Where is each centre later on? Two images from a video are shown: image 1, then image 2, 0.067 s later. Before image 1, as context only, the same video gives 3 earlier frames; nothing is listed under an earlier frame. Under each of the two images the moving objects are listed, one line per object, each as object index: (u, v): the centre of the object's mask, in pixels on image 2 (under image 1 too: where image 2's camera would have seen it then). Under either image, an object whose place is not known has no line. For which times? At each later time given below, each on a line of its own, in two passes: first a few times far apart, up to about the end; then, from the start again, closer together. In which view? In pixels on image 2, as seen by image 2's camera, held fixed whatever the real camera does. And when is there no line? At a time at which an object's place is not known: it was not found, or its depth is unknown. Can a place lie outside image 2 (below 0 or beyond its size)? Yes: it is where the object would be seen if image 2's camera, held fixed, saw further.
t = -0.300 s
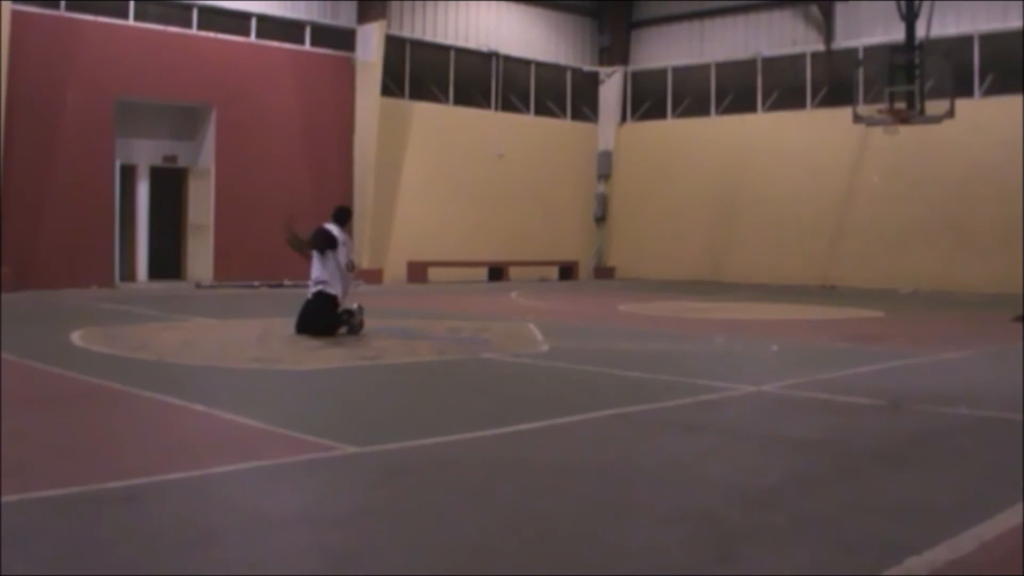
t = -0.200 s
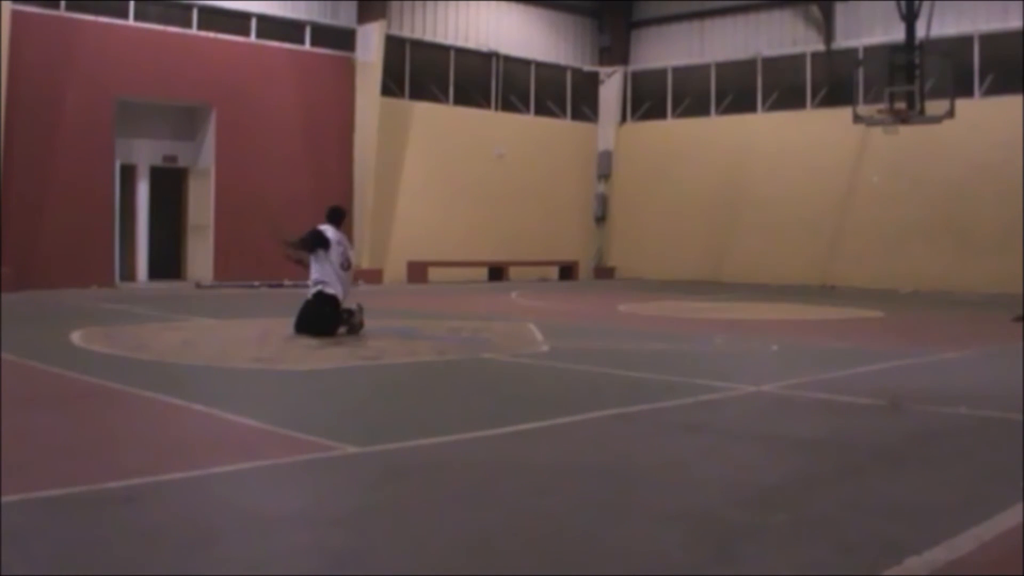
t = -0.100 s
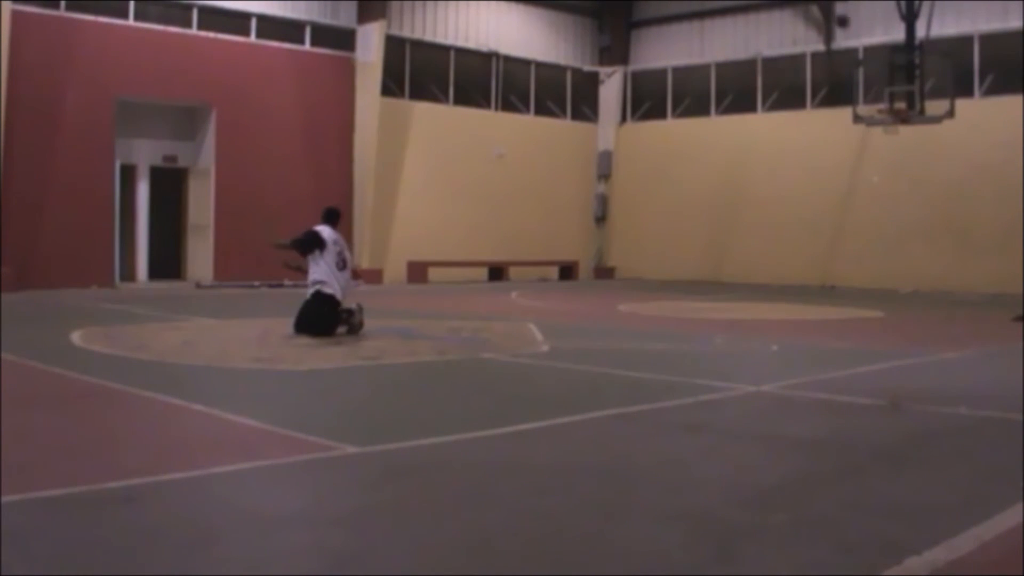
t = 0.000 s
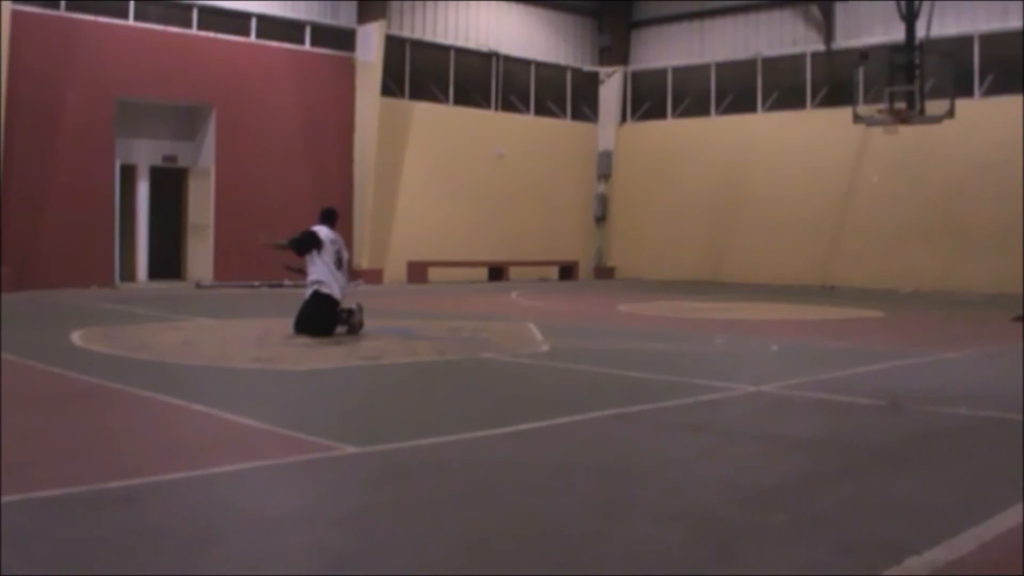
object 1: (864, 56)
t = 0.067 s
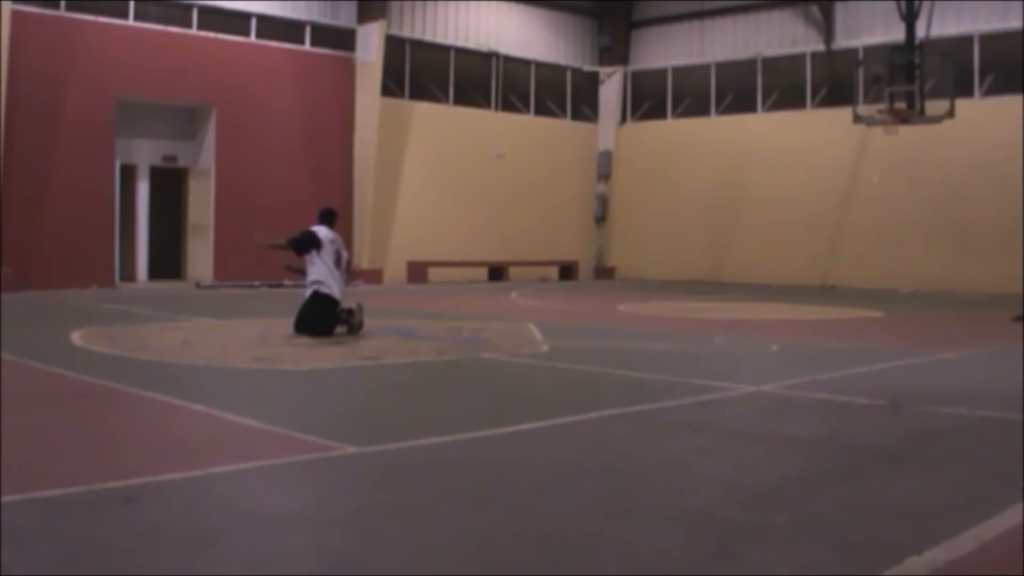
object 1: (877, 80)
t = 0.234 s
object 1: (877, 122)
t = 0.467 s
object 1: (879, 136)
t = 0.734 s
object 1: (883, 192)
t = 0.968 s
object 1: (882, 278)
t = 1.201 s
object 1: (894, 240)
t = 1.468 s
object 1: (915, 200)
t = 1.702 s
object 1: (929, 199)
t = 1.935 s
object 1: (941, 229)
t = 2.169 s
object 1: (953, 293)
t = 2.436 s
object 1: (965, 246)
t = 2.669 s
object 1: (971, 234)
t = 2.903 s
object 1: (984, 252)
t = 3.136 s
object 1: (994, 291)
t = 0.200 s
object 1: (885, 117)
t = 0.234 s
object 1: (877, 122)
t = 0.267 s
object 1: (879, 122)
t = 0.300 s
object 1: (877, 123)
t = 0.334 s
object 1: (881, 125)
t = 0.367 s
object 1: (878, 127)
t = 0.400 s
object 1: (879, 131)
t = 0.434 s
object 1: (878, 133)
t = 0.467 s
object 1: (879, 136)
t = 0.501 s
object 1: (879, 141)
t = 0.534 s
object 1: (883, 146)
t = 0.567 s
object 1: (881, 152)
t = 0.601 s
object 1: (880, 159)
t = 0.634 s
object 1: (880, 167)
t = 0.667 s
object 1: (881, 175)
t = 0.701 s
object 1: (882, 183)
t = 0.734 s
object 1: (883, 192)
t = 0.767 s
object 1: (881, 203)
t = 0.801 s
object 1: (881, 214)
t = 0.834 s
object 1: (883, 226)
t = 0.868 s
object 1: (885, 238)
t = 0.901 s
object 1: (886, 250)
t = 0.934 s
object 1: (885, 264)
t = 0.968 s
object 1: (882, 278)
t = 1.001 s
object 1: (881, 293)
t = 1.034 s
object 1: (884, 288)
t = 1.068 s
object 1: (888, 277)
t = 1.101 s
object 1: (890, 266)
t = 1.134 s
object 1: (892, 258)
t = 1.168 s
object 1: (892, 248)
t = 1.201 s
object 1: (894, 240)
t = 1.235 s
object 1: (896, 233)
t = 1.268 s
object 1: (901, 226)
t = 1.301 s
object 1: (902, 219)
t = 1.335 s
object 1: (903, 213)
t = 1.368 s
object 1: (909, 210)
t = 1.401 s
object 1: (911, 206)
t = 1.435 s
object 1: (912, 202)
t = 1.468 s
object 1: (915, 200)
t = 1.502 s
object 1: (917, 198)
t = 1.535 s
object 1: (919, 197)
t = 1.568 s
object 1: (919, 194)
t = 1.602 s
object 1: (922, 195)
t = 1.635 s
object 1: (924, 196)
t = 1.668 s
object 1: (927, 197)
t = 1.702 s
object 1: (929, 199)
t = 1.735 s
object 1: (931, 202)
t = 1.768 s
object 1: (929, 205)
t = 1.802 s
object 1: (932, 206)
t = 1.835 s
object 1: (933, 212)
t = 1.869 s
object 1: (937, 217)
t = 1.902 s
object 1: (936, 224)
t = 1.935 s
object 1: (941, 229)
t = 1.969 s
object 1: (943, 237)
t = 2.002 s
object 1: (941, 245)
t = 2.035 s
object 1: (943, 254)
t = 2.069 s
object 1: (948, 262)
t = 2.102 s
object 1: (949, 272)
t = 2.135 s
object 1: (947, 281)
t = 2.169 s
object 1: (953, 293)
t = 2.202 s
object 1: (950, 290)
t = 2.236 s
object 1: (952, 282)
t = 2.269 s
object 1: (954, 274)
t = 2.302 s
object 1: (959, 267)
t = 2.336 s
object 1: (961, 261)
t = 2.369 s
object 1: (963, 256)
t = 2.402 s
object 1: (961, 250)
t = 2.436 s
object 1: (965, 246)
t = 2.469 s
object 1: (963, 242)
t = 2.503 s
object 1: (964, 240)
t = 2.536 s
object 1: (966, 237)
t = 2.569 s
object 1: (970, 236)
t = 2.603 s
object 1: (971, 235)
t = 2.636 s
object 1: (973, 233)
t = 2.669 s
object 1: (971, 234)
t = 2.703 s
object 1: (975, 234)
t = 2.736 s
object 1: (974, 235)
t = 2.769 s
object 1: (975, 237)
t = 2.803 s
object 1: (980, 241)
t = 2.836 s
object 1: (981, 245)
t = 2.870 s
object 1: (980, 247)
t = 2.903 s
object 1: (984, 252)
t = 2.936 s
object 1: (986, 257)
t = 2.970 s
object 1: (985, 263)
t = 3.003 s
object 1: (987, 270)
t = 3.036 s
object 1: (987, 277)
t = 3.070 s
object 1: (987, 285)
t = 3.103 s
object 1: (991, 294)
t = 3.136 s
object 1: (994, 291)
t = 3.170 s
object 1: (992, 283)
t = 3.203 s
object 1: (996, 277)
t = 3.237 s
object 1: (999, 273)
